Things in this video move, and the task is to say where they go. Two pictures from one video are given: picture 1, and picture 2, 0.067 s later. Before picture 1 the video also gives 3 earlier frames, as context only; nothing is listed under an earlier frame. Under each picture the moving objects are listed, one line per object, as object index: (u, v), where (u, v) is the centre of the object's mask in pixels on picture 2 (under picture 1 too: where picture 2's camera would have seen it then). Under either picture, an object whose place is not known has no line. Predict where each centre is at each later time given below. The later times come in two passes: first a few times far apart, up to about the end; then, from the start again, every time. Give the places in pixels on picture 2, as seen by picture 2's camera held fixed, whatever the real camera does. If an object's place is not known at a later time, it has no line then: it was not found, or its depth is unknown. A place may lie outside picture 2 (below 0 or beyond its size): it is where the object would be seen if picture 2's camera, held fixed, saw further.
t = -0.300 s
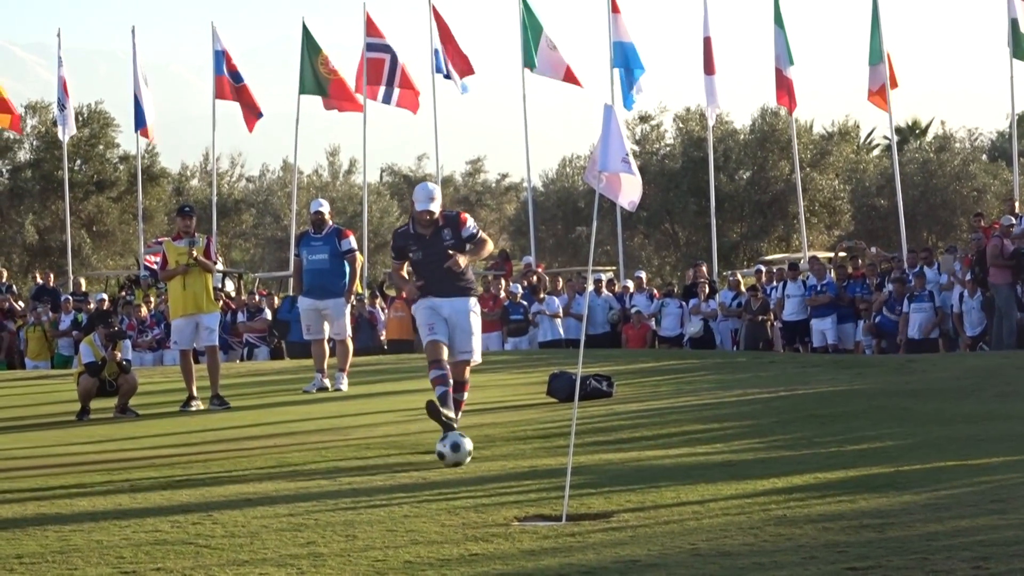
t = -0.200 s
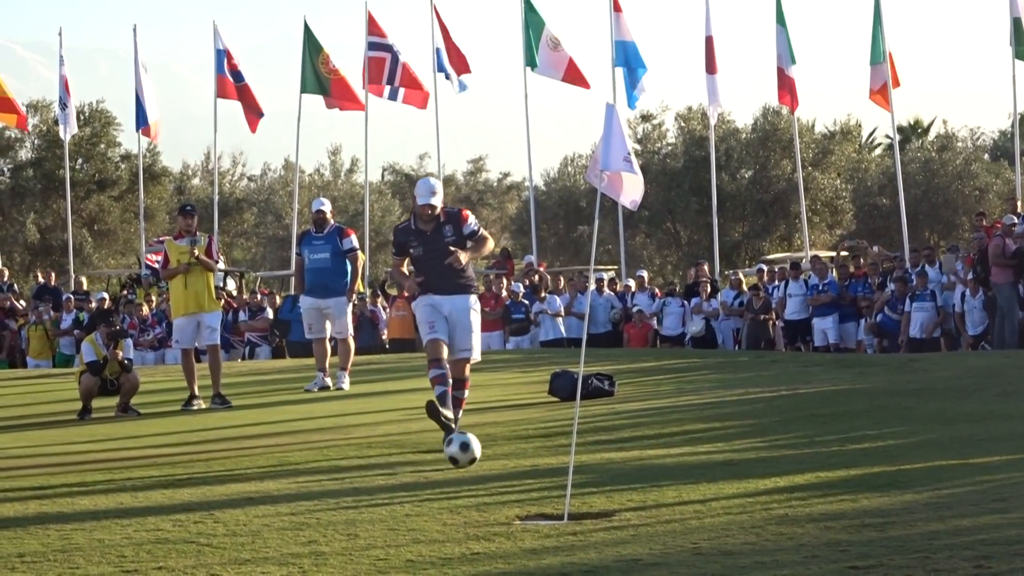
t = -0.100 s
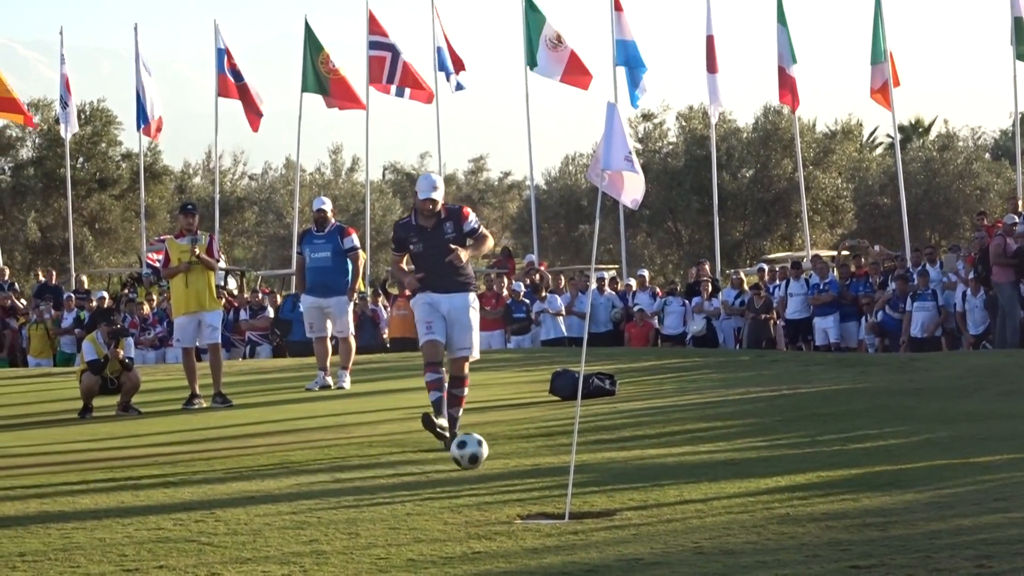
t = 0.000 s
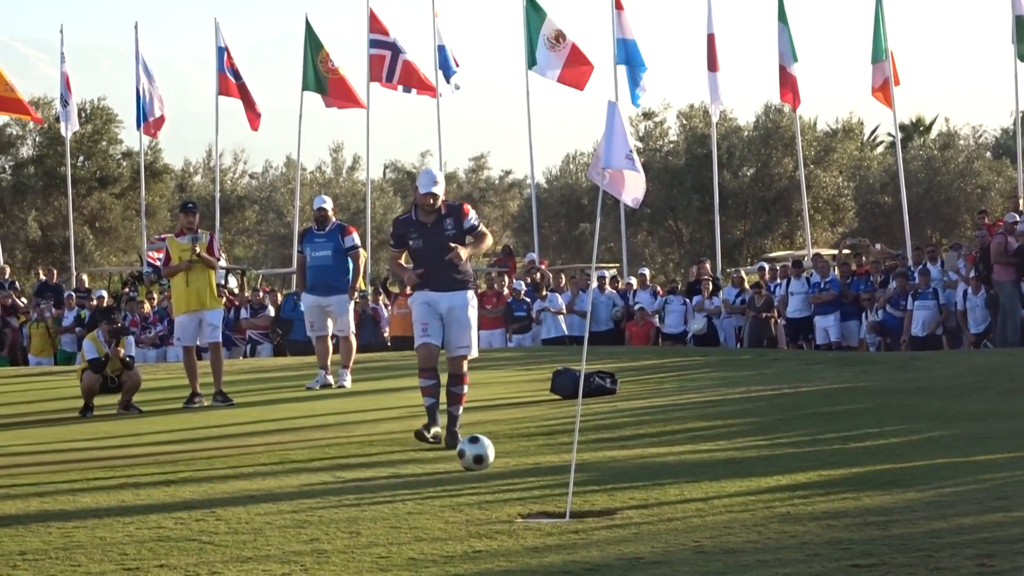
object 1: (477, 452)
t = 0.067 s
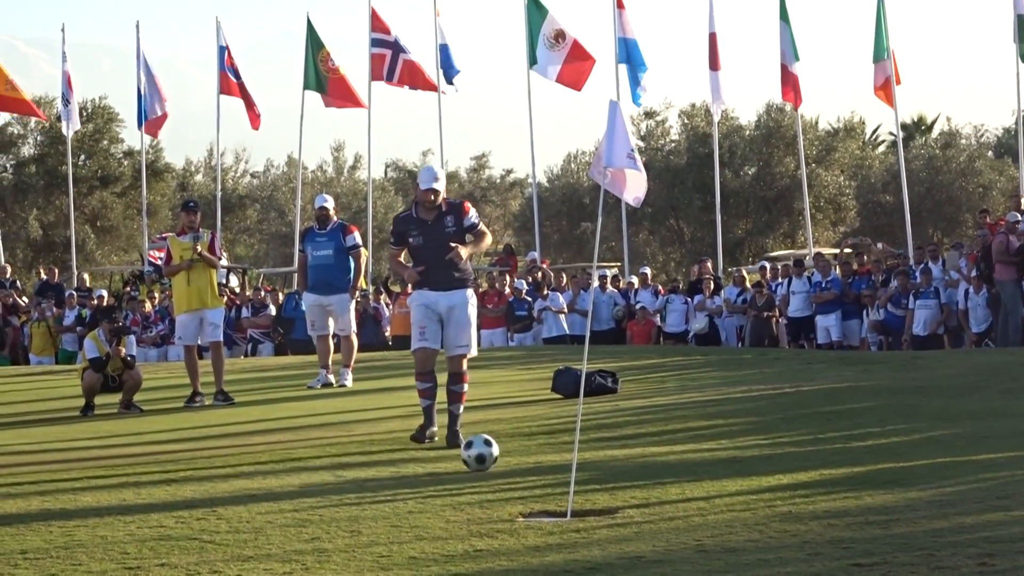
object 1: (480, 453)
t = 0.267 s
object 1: (489, 457)
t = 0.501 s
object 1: (500, 461)
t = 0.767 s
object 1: (509, 467)
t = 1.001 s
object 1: (518, 472)
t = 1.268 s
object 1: (525, 477)
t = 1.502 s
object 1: (531, 481)
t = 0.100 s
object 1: (481, 454)
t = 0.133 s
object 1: (483, 455)
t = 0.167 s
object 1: (484, 455)
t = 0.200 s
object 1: (486, 456)
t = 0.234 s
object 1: (488, 457)
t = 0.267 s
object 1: (489, 457)
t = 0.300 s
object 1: (490, 457)
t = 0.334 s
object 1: (492, 458)
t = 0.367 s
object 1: (493, 460)
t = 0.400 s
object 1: (495, 459)
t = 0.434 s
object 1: (496, 460)
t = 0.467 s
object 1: (497, 461)
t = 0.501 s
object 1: (500, 461)
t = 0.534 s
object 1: (500, 462)
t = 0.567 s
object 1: (502, 462)
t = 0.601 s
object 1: (503, 464)
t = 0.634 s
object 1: (504, 465)
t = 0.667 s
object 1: (506, 465)
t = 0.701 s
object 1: (507, 465)
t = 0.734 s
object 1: (508, 467)
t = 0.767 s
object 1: (509, 467)
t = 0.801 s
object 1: (510, 467)
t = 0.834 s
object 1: (512, 468)
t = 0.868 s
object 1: (513, 469)
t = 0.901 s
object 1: (514, 470)
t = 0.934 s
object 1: (515, 471)
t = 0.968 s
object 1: (517, 471)
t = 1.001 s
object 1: (518, 472)
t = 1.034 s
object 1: (519, 472)
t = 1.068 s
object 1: (520, 473)
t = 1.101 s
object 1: (521, 474)
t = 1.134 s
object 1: (522, 474)
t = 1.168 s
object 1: (523, 475)
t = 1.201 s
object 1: (524, 476)
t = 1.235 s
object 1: (525, 476)
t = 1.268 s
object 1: (525, 477)
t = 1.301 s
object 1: (526, 478)
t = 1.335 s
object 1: (527, 478)
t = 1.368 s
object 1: (528, 478)
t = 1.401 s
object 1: (529, 479)
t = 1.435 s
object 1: (529, 480)
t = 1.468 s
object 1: (530, 481)
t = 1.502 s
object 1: (531, 481)
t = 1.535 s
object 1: (532, 482)
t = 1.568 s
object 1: (532, 483)
